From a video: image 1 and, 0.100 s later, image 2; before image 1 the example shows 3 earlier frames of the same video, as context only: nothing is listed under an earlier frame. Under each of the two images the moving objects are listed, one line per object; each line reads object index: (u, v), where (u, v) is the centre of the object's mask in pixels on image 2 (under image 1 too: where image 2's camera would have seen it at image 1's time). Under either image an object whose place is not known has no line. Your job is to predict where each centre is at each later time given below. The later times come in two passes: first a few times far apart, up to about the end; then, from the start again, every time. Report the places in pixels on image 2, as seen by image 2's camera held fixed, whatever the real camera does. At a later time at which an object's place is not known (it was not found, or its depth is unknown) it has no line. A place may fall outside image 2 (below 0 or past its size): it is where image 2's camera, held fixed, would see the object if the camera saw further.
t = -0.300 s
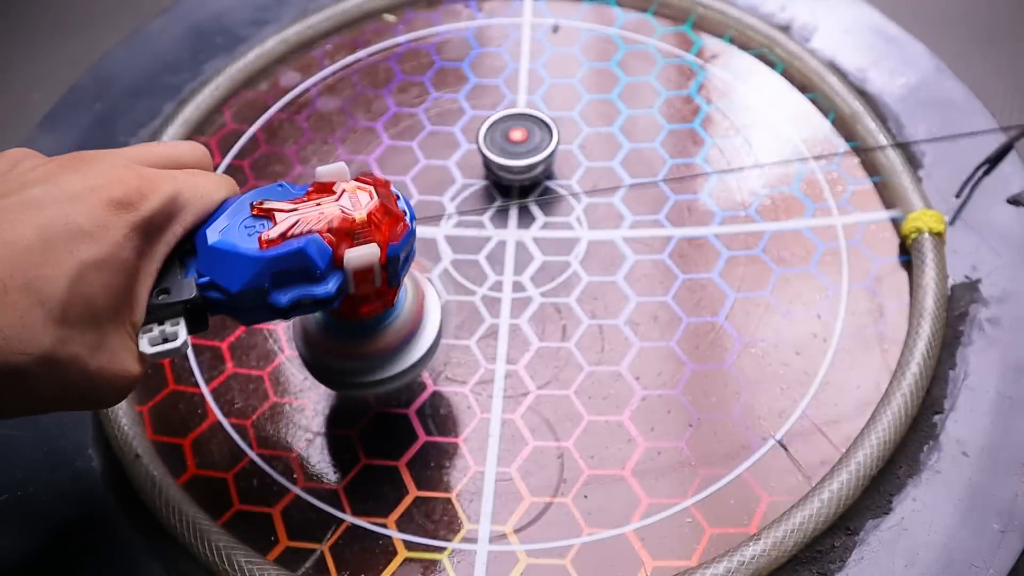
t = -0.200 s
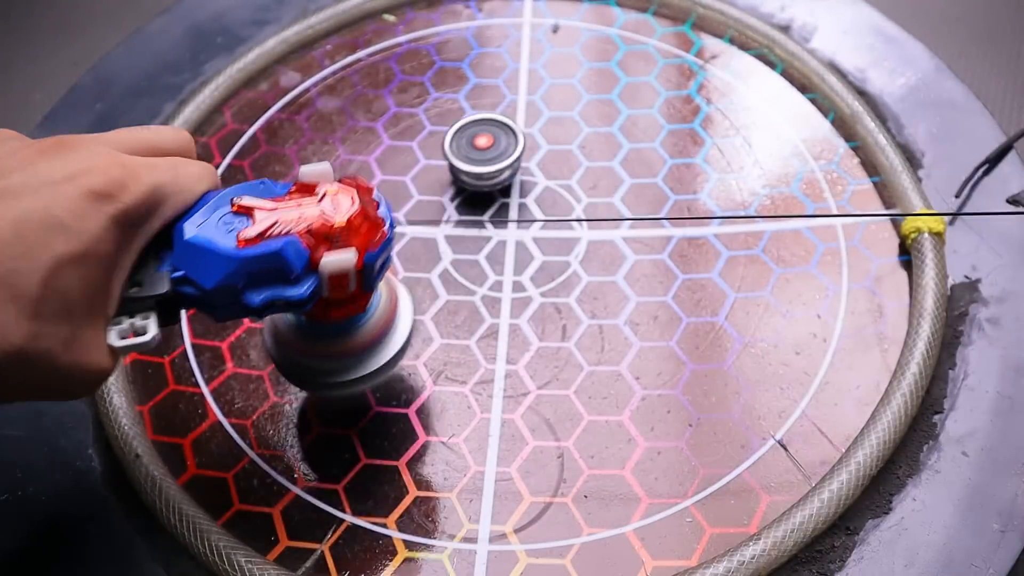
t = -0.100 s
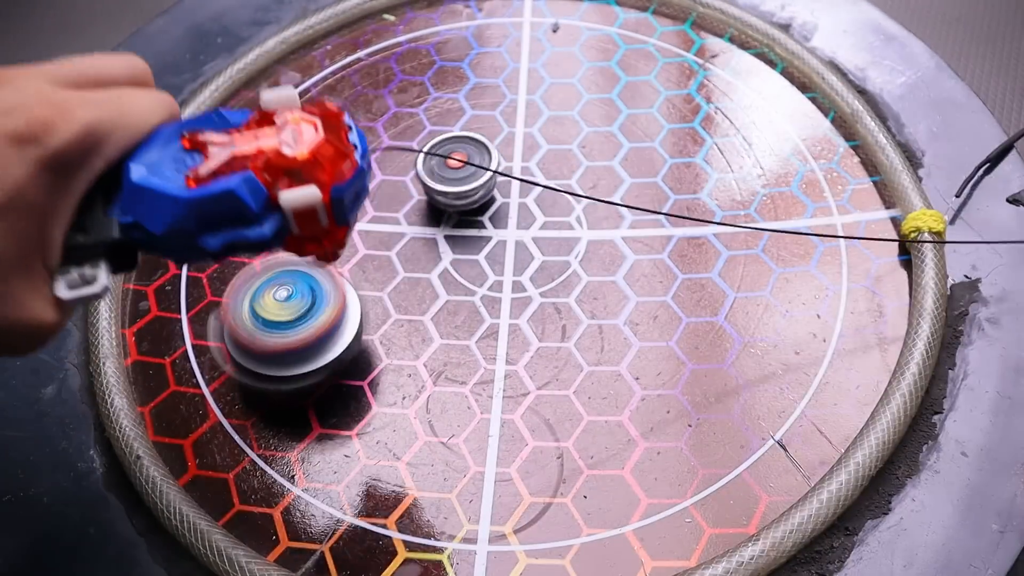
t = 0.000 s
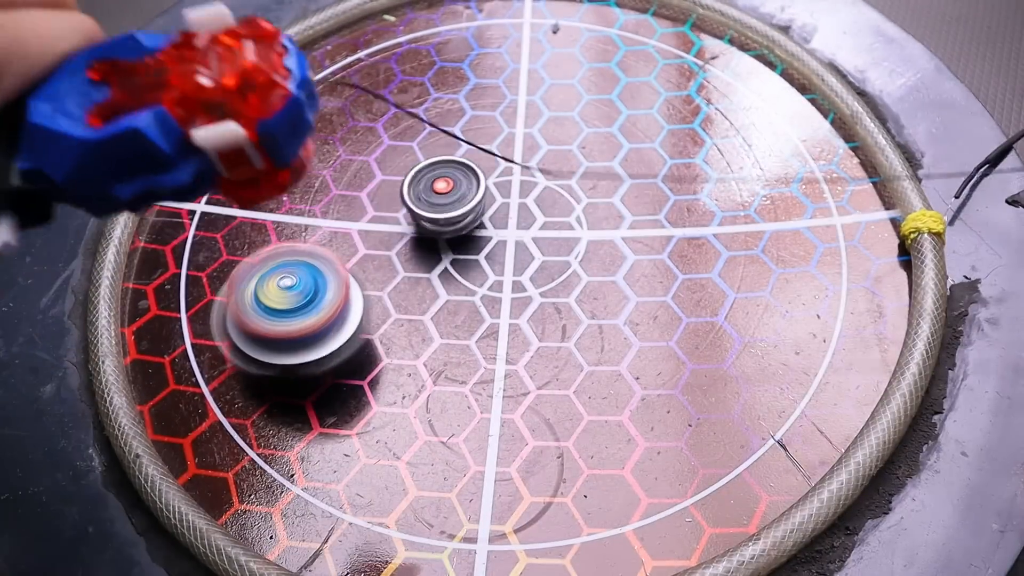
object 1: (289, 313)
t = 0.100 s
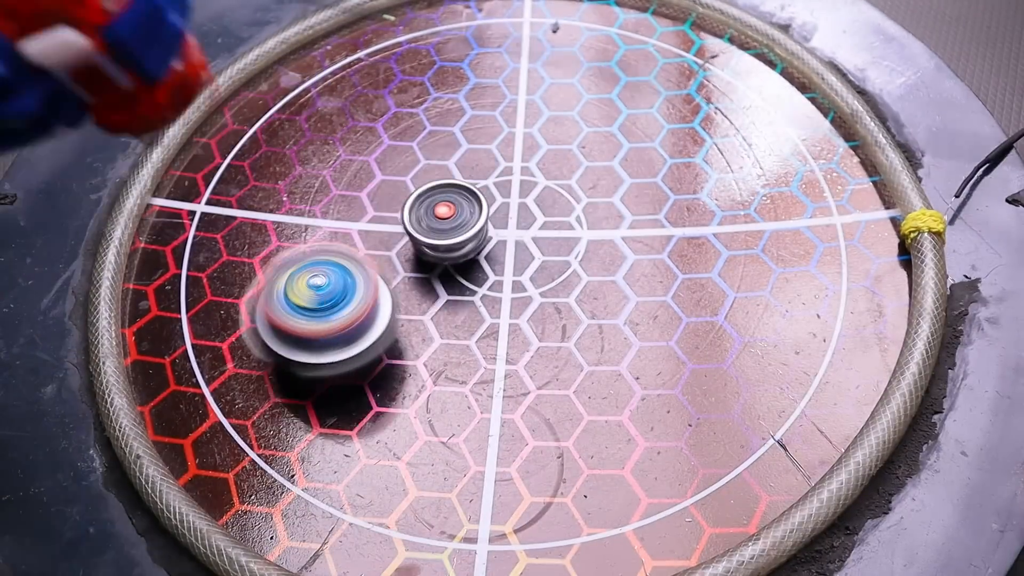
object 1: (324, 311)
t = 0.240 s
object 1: (356, 294)
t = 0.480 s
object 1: (337, 243)
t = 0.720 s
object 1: (323, 199)
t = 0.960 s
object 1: (301, 195)
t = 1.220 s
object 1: (347, 212)
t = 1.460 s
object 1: (409, 164)
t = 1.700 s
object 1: (428, 116)
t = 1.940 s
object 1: (355, 117)
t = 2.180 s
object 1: (332, 180)
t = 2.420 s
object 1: (420, 218)
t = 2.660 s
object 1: (410, 58)
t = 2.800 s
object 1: (363, 35)
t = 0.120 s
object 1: (331, 309)
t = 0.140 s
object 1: (338, 307)
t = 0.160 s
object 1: (347, 304)
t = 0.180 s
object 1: (354, 301)
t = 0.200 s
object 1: (360, 296)
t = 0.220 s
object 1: (357, 295)
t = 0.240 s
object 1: (356, 294)
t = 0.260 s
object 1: (348, 290)
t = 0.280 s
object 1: (345, 286)
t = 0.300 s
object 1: (343, 282)
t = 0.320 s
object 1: (342, 278)
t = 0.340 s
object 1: (340, 273)
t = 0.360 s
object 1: (339, 269)
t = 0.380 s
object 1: (339, 264)
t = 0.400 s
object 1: (339, 260)
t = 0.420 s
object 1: (339, 256)
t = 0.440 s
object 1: (338, 252)
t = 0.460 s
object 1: (337, 247)
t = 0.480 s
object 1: (337, 243)
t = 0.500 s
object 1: (336, 238)
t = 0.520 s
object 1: (335, 234)
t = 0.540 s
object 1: (334, 230)
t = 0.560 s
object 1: (333, 226)
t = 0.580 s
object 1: (332, 222)
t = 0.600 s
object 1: (331, 218)
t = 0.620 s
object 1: (330, 215)
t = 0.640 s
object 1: (329, 212)
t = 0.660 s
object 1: (327, 208)
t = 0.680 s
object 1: (326, 205)
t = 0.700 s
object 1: (325, 202)
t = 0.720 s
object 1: (323, 199)
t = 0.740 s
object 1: (322, 196)
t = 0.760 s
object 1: (321, 194)
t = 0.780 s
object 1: (320, 192)
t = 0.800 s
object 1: (317, 192)
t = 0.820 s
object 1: (315, 191)
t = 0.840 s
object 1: (315, 190)
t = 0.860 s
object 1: (314, 189)
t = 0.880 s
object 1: (313, 188)
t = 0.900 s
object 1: (313, 188)
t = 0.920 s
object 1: (313, 187)
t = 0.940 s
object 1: (307, 190)
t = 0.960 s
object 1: (301, 195)
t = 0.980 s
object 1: (298, 198)
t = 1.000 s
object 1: (297, 201)
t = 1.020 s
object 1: (298, 203)
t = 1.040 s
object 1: (298, 205)
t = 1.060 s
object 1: (300, 208)
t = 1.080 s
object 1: (303, 210)
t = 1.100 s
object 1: (307, 212)
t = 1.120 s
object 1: (312, 214)
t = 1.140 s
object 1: (318, 215)
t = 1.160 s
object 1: (326, 215)
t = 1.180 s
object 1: (333, 214)
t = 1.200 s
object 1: (340, 214)
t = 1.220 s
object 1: (347, 212)
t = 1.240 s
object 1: (355, 209)
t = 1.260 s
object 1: (361, 206)
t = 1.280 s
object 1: (366, 203)
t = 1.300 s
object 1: (373, 201)
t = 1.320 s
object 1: (379, 197)
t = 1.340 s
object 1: (385, 193)
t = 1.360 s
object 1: (389, 188)
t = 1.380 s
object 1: (394, 183)
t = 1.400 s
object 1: (398, 179)
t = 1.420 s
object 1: (403, 173)
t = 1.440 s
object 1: (406, 168)
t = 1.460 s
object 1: (409, 164)
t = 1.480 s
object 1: (413, 161)
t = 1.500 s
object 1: (418, 157)
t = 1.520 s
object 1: (421, 152)
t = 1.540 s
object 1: (423, 147)
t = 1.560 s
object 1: (426, 142)
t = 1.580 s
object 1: (427, 137)
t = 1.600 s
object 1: (427, 134)
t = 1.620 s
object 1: (428, 131)
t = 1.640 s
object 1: (429, 129)
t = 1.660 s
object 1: (429, 123)
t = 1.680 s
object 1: (429, 121)
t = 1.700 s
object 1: (428, 116)
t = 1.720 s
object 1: (427, 113)
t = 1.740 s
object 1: (426, 110)
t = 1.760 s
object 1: (425, 108)
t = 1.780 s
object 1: (424, 106)
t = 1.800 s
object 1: (425, 106)
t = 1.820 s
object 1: (425, 102)
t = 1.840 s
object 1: (418, 102)
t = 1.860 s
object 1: (402, 103)
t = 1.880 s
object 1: (386, 106)
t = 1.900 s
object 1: (372, 109)
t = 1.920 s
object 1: (363, 112)
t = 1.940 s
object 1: (355, 117)
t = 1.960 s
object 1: (347, 118)
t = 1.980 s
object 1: (338, 123)
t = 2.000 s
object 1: (336, 127)
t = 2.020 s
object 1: (333, 132)
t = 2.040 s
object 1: (330, 137)
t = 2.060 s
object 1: (326, 145)
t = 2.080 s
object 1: (325, 150)
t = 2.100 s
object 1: (324, 157)
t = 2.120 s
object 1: (324, 161)
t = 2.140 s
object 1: (325, 167)
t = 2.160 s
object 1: (326, 174)
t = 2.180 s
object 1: (332, 180)
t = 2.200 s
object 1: (335, 187)
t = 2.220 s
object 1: (340, 190)
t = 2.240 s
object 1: (347, 196)
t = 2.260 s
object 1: (353, 201)
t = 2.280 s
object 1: (359, 205)
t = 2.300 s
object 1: (365, 207)
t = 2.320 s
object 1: (373, 211)
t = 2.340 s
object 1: (383, 215)
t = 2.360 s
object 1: (394, 216)
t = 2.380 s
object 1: (402, 217)
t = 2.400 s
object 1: (411, 218)
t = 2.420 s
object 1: (420, 218)
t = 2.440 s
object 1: (432, 218)
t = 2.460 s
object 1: (438, 217)
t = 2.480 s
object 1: (447, 217)
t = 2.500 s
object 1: (447, 195)
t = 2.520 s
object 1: (440, 171)
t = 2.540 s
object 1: (434, 146)
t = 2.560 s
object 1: (430, 124)
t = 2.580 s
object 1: (428, 108)
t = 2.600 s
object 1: (424, 92)
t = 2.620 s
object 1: (419, 81)
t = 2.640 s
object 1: (414, 67)
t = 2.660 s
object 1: (410, 58)
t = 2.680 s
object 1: (403, 52)
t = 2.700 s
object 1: (397, 50)
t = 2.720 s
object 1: (390, 44)
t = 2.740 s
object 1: (386, 42)
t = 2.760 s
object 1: (377, 39)
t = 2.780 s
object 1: (371, 37)
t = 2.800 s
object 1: (363, 35)
